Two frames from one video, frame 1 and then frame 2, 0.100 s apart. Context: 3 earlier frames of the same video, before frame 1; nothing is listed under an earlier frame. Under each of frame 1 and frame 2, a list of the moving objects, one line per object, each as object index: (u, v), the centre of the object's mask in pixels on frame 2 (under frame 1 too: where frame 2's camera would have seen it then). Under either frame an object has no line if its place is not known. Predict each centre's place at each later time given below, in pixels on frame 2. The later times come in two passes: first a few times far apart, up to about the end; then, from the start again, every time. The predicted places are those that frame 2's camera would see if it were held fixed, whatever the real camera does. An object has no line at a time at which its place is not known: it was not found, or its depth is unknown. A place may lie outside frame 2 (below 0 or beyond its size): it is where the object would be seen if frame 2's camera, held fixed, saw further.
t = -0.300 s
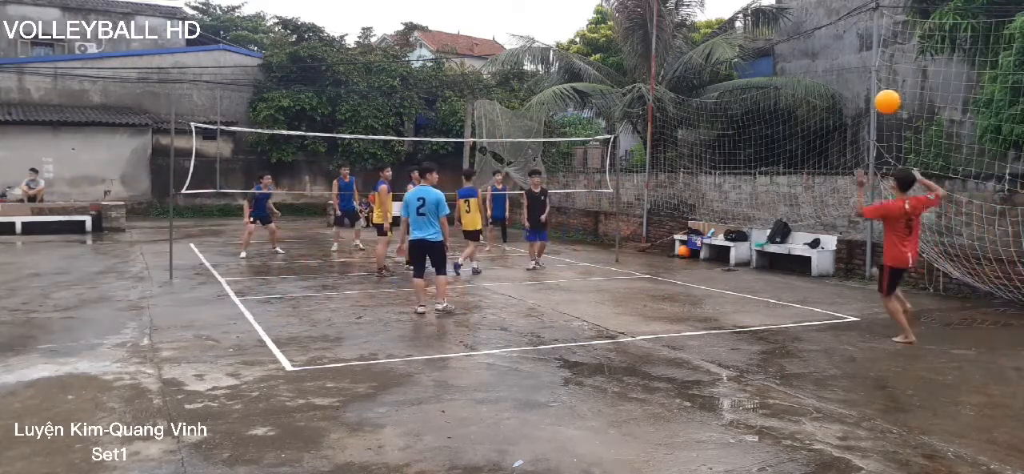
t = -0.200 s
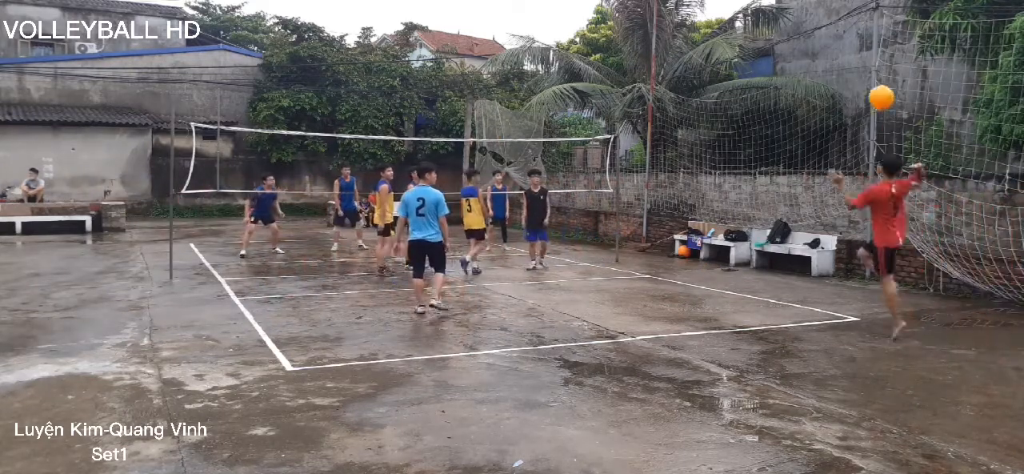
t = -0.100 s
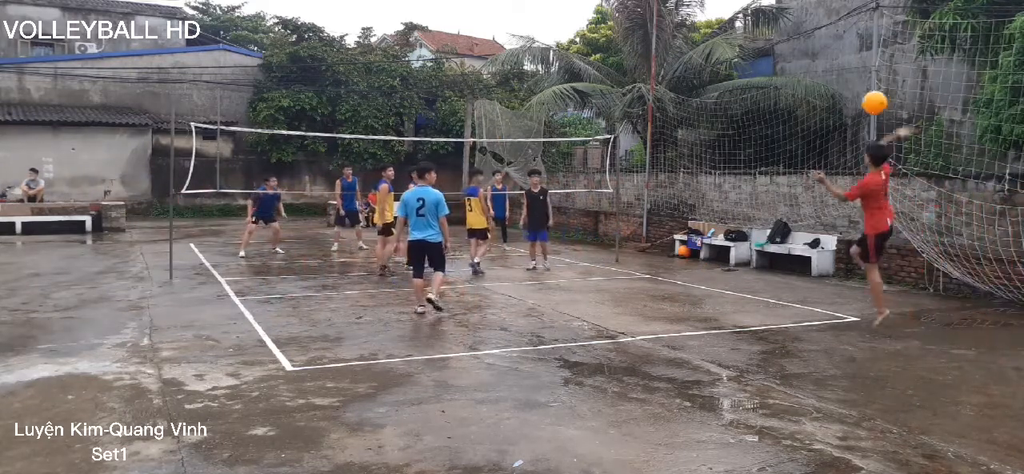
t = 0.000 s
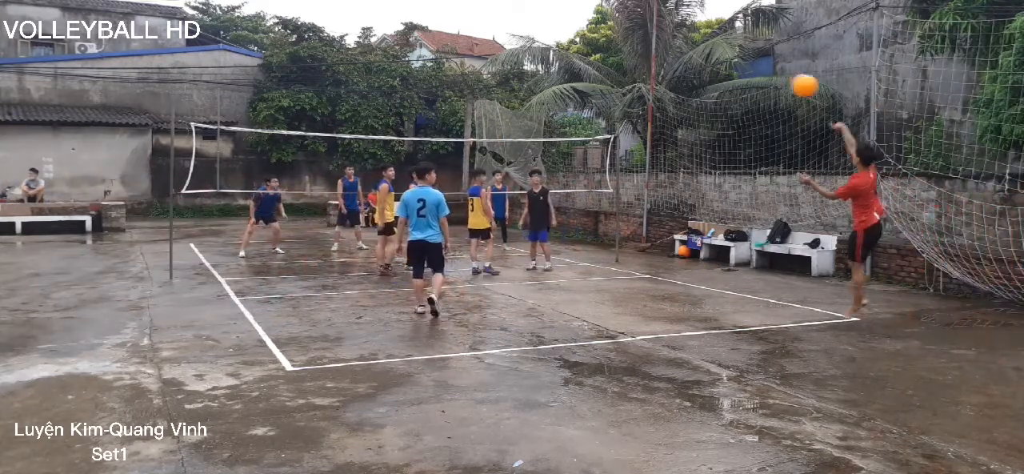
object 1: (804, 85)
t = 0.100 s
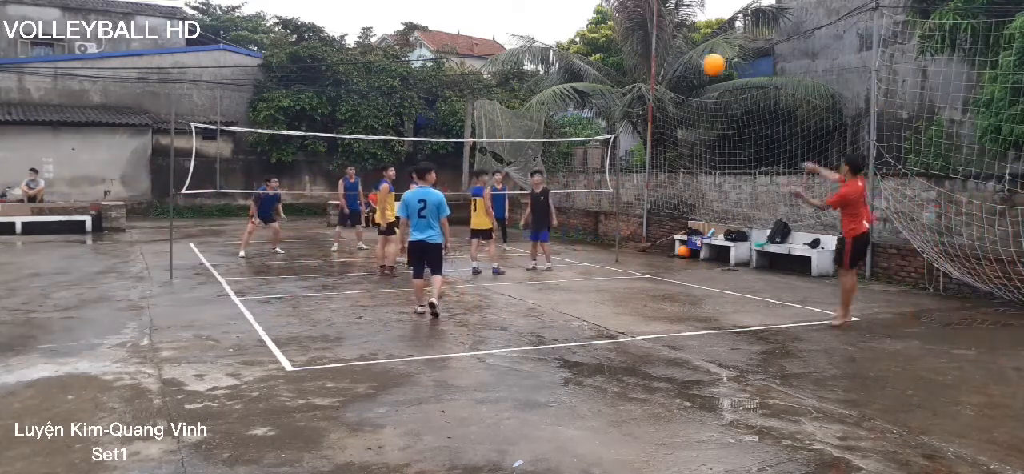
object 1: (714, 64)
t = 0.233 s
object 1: (616, 55)
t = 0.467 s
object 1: (495, 71)
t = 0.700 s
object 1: (414, 112)
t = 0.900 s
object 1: (365, 160)
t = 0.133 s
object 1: (687, 61)
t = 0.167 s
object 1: (662, 58)
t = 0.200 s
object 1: (638, 56)
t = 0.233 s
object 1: (616, 55)
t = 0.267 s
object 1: (596, 55)
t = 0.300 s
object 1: (576, 56)
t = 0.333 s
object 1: (559, 58)
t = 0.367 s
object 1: (542, 60)
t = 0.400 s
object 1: (525, 63)
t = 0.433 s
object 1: (510, 67)
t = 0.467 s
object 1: (495, 71)
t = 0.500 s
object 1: (482, 75)
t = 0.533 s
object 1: (469, 81)
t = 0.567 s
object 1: (457, 86)
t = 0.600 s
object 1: (445, 92)
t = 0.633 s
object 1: (434, 98)
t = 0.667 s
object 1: (424, 105)
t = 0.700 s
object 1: (414, 112)
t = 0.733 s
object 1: (406, 119)
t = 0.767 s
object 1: (397, 126)
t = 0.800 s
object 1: (389, 133)
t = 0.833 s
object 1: (380, 144)
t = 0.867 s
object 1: (373, 151)
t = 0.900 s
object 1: (365, 160)
